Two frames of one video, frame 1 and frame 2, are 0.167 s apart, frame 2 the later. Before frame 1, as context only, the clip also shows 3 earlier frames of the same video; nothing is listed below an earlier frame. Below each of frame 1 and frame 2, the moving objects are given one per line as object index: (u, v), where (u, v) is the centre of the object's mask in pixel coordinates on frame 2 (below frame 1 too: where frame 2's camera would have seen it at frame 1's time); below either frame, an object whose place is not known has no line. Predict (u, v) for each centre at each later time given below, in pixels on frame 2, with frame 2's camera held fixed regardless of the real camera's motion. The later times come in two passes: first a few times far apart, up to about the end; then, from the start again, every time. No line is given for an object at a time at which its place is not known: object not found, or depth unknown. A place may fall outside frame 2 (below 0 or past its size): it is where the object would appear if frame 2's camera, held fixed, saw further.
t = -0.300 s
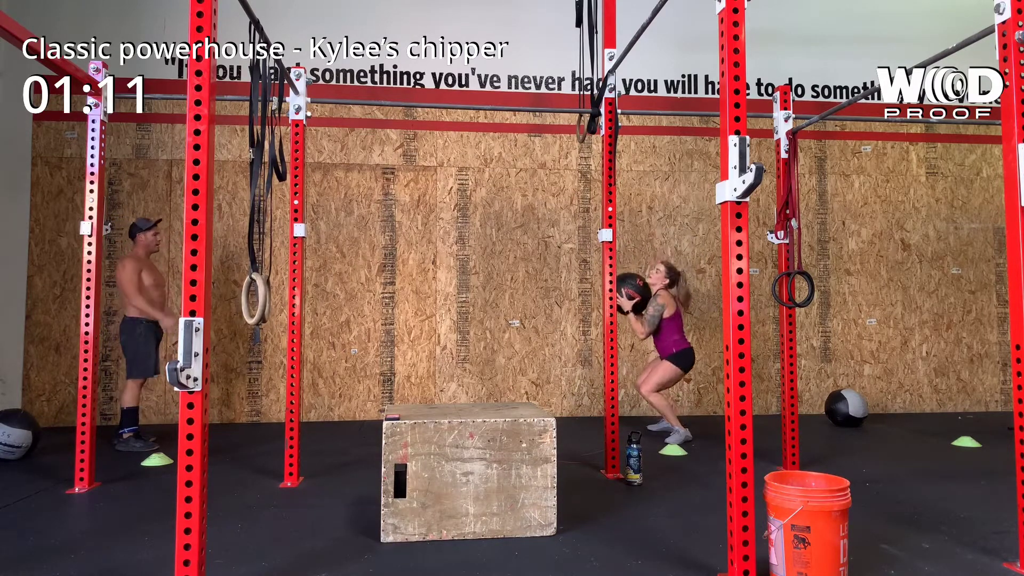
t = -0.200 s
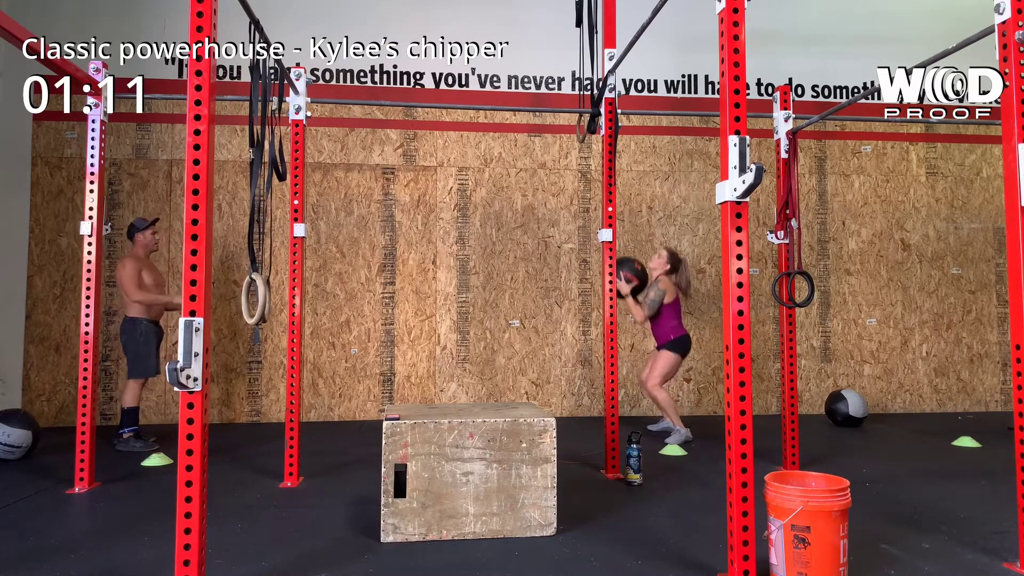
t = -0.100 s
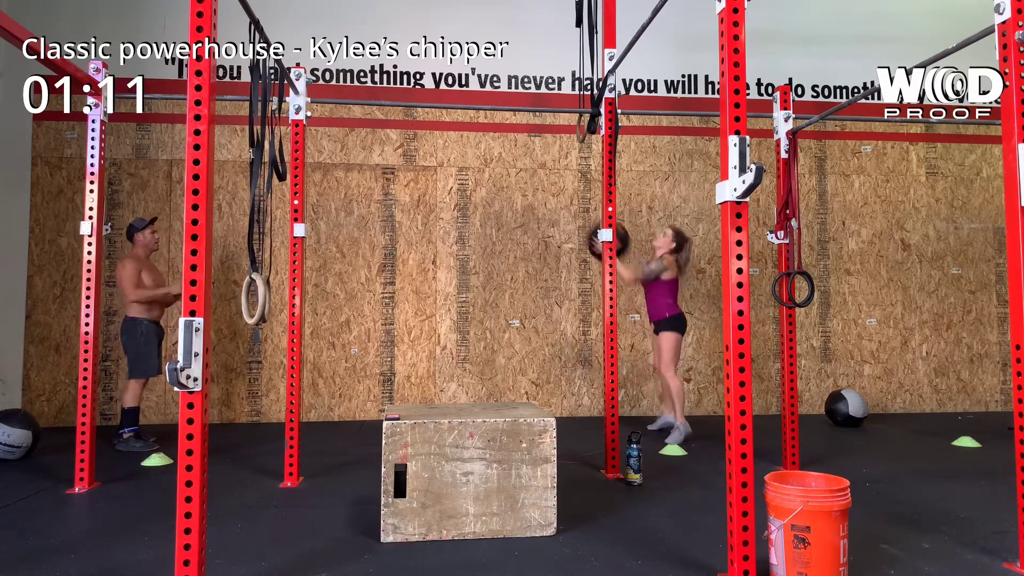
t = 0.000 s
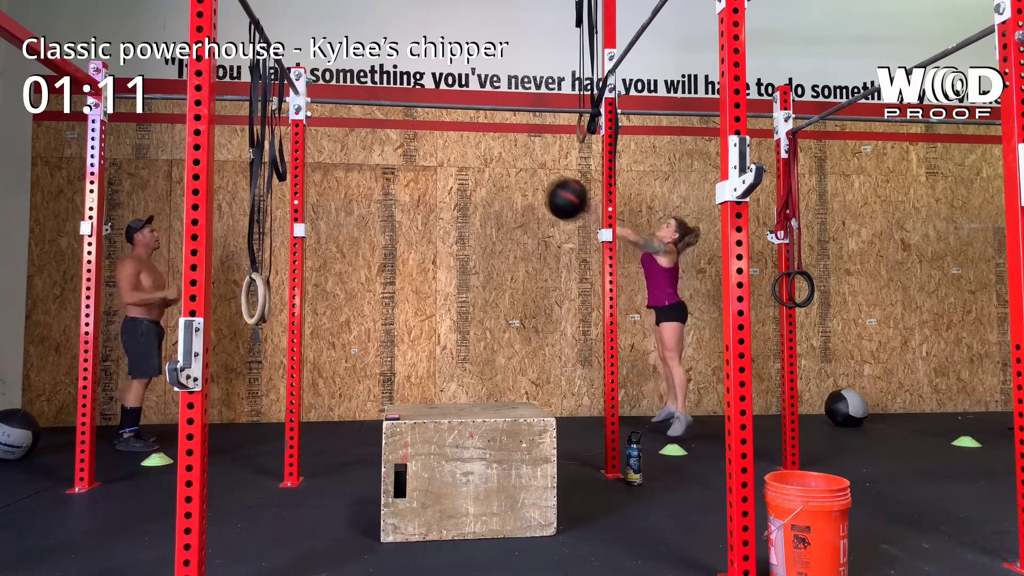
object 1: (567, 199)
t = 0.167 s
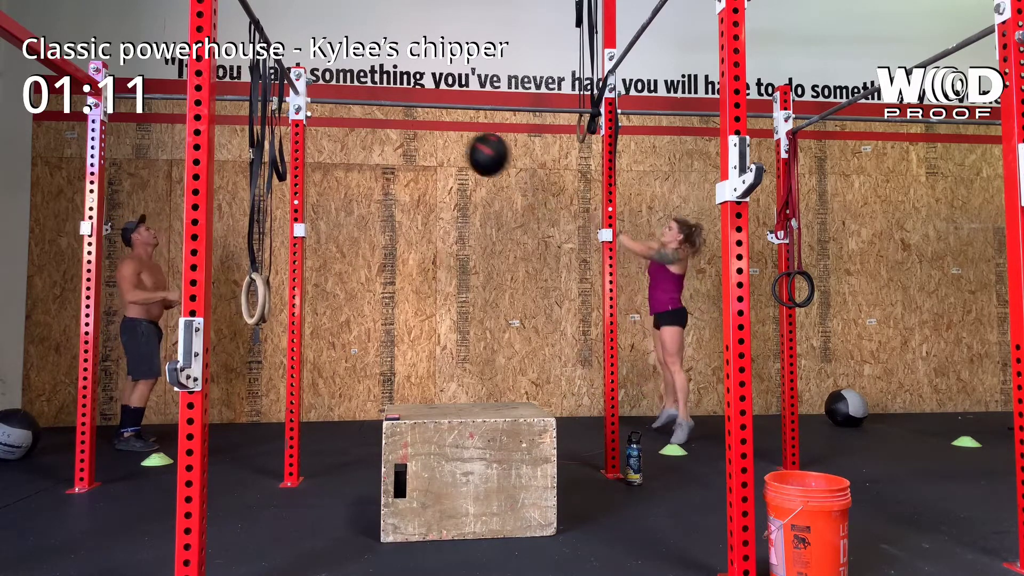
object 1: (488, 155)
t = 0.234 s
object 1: (456, 145)
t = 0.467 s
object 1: (339, 156)
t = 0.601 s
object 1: (269, 193)
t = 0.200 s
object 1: (472, 149)
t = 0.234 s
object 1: (456, 145)
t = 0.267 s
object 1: (439, 143)
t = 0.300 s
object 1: (423, 142)
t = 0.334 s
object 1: (407, 142)
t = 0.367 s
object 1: (390, 143)
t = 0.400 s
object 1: (373, 146)
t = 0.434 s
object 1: (356, 150)
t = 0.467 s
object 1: (339, 156)
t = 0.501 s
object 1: (323, 163)
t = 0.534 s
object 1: (315, 172)
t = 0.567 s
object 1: (281, 181)
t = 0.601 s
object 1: (269, 193)
